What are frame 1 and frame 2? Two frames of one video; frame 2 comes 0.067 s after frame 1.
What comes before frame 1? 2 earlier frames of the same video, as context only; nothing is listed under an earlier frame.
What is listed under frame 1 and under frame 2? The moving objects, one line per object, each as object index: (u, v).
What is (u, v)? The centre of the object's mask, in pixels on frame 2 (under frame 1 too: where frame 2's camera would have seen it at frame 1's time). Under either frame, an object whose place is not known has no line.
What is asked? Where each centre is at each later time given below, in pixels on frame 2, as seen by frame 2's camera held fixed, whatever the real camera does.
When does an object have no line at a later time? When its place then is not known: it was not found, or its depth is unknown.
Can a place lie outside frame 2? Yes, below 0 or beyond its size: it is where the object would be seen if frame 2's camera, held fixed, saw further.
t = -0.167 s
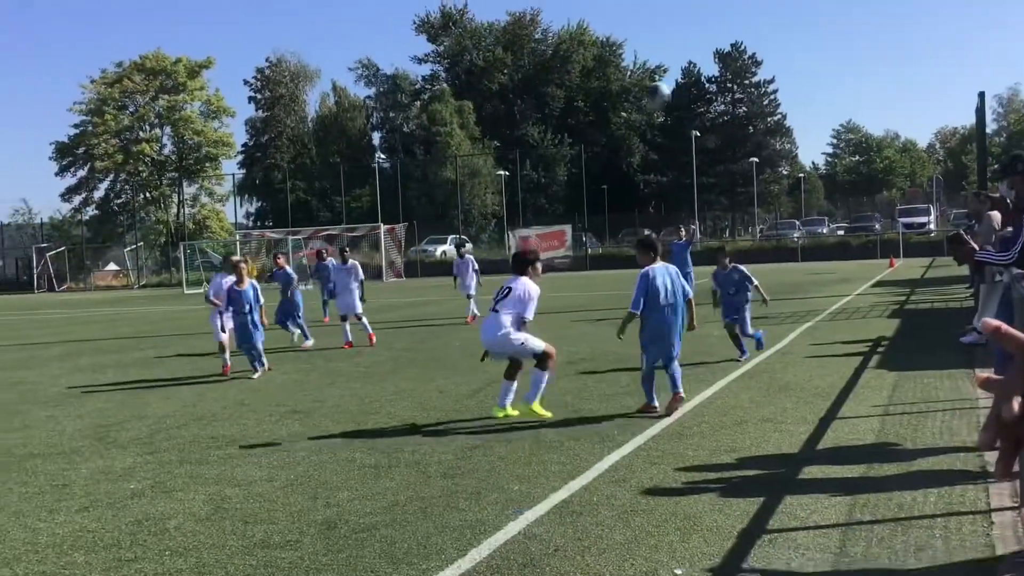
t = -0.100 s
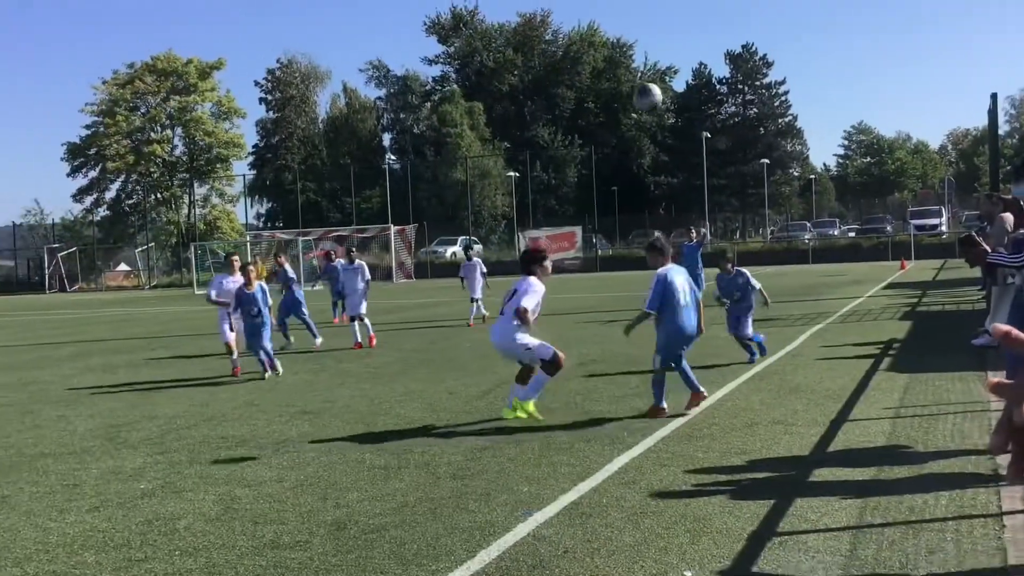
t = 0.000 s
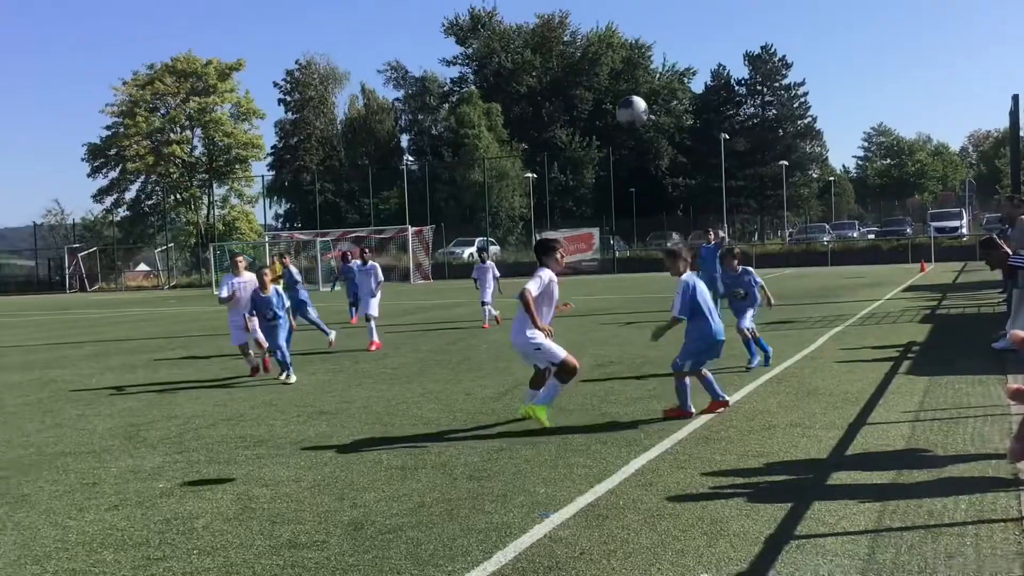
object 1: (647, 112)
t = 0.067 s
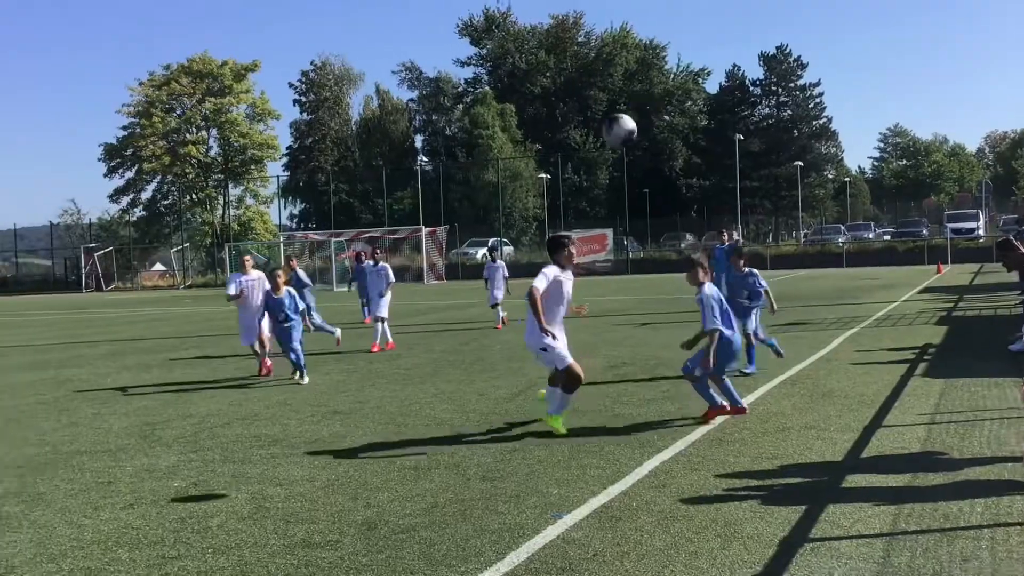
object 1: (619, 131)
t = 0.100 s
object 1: (605, 145)
